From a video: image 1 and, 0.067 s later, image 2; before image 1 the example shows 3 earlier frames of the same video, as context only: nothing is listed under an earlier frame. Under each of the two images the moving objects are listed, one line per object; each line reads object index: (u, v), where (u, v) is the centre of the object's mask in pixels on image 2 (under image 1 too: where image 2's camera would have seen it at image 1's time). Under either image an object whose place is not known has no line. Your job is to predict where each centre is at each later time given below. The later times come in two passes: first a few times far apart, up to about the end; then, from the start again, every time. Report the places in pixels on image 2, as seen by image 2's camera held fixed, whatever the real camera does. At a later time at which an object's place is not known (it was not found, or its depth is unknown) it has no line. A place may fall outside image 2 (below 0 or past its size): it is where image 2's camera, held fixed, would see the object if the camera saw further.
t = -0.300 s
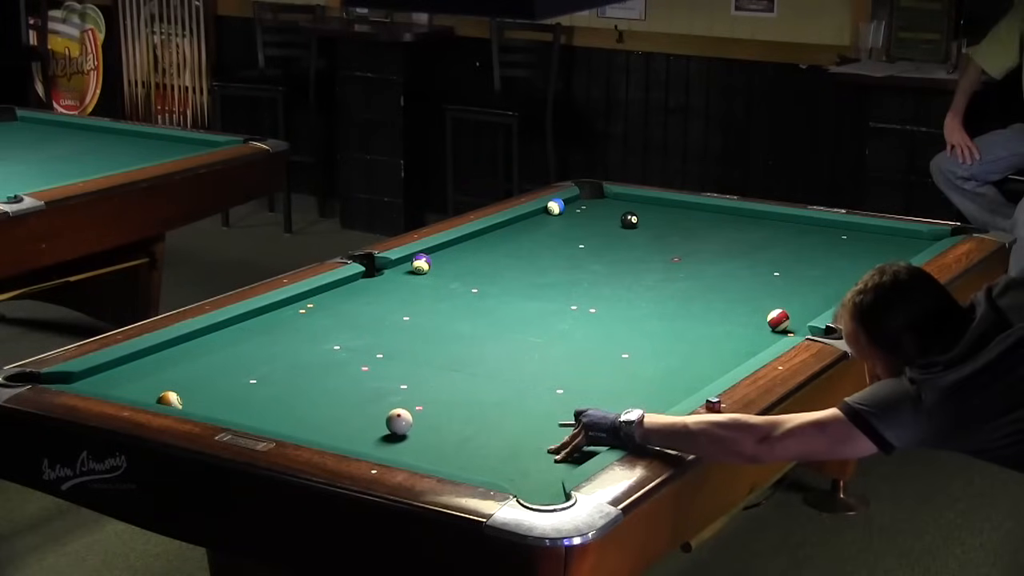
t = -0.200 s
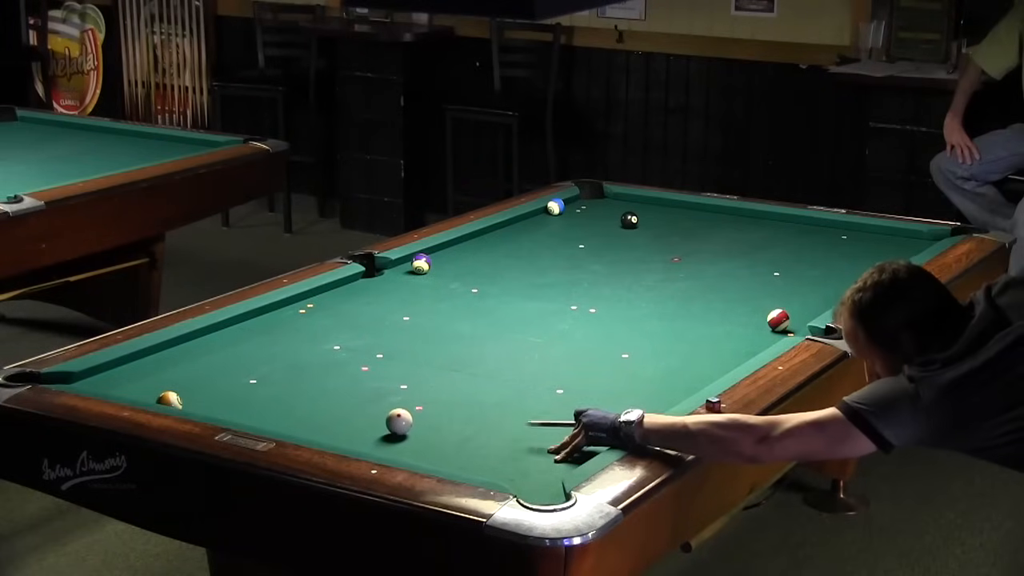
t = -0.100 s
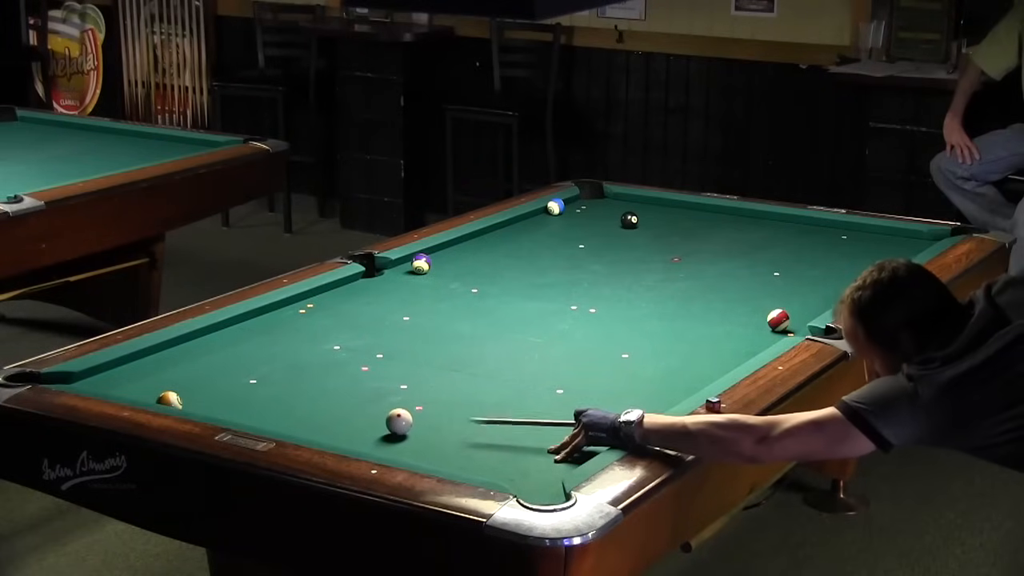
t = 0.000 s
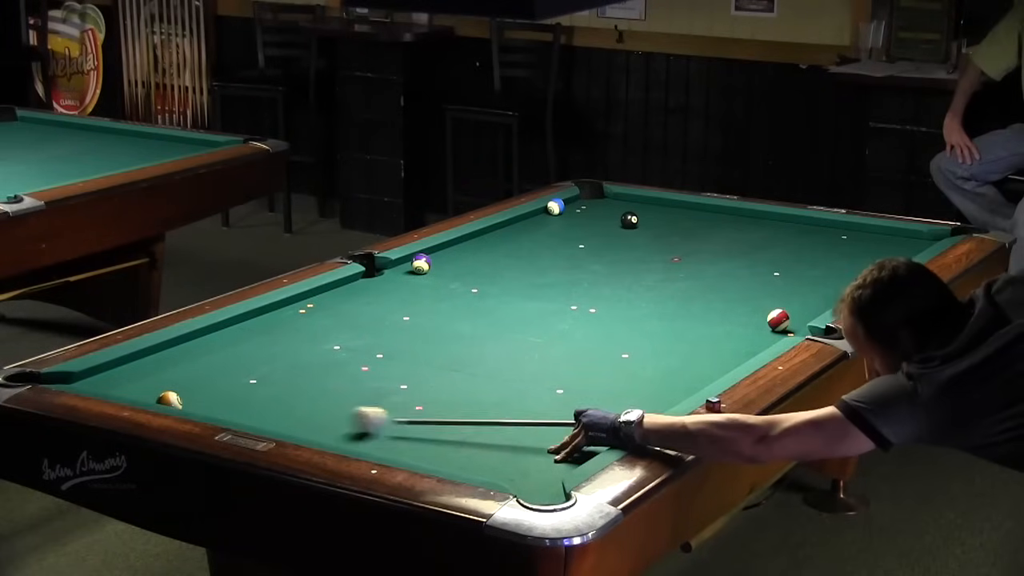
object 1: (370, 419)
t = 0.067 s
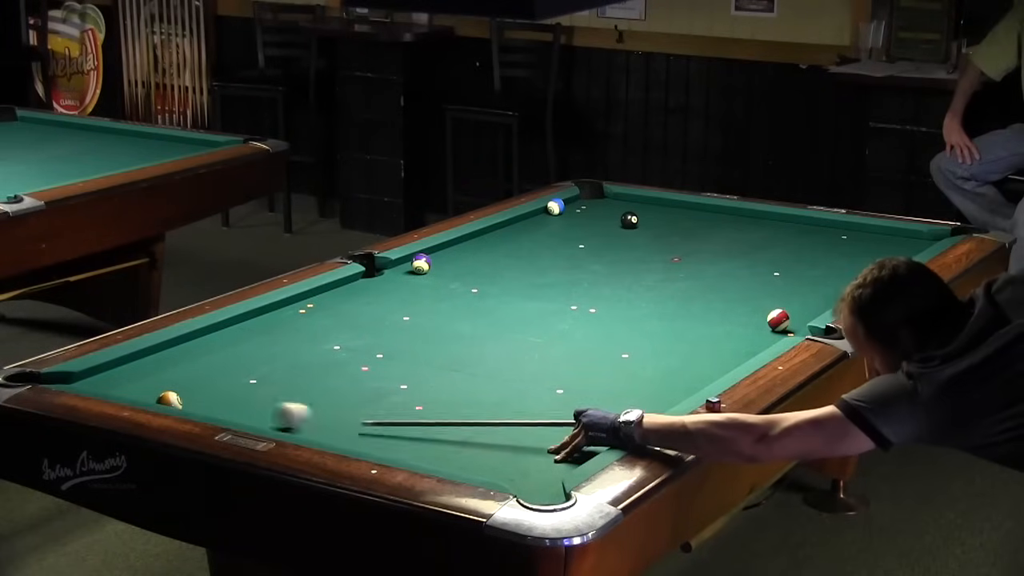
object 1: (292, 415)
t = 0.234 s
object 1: (194, 401)
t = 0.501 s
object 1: (186, 378)
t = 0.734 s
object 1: (174, 358)
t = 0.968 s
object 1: (190, 345)
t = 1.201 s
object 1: (241, 341)
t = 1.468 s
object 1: (295, 337)
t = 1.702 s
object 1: (341, 331)
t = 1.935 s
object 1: (382, 328)
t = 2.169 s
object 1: (419, 328)
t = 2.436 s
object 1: (459, 326)
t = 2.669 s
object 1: (492, 325)
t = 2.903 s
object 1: (522, 323)
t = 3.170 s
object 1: (554, 321)
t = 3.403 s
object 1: (580, 319)
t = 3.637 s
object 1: (602, 318)
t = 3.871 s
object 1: (623, 317)
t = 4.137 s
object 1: (645, 316)
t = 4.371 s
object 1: (661, 316)
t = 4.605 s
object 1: (676, 315)
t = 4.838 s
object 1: (689, 315)
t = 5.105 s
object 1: (701, 315)
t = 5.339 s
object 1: (710, 314)
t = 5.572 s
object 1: (717, 314)
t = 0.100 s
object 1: (257, 412)
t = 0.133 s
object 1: (224, 408)
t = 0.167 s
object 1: (193, 404)
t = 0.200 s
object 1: (191, 403)
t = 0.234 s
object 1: (194, 401)
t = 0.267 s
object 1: (196, 400)
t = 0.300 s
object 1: (197, 398)
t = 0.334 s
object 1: (195, 395)
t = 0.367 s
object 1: (193, 391)
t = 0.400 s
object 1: (191, 388)
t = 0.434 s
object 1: (190, 385)
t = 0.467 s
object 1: (188, 382)
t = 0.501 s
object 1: (186, 378)
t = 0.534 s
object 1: (184, 375)
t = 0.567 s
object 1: (182, 372)
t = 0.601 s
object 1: (180, 369)
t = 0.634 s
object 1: (179, 366)
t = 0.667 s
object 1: (177, 363)
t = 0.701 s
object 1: (175, 360)
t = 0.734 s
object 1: (174, 358)
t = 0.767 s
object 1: (172, 355)
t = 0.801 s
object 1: (170, 352)
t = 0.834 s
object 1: (169, 349)
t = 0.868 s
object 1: (168, 346)
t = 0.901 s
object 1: (176, 346)
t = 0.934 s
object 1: (183, 345)
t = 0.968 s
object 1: (190, 345)
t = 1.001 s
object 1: (198, 344)
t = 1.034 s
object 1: (205, 344)
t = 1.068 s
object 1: (212, 343)
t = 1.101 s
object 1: (219, 343)
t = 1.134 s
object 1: (227, 342)
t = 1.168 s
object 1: (234, 342)
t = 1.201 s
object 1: (241, 341)
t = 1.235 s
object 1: (248, 340)
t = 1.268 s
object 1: (255, 340)
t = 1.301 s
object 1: (262, 340)
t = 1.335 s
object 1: (269, 339)
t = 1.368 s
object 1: (276, 339)
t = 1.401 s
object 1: (282, 338)
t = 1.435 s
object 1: (289, 338)
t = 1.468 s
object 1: (295, 337)
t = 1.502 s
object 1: (302, 337)
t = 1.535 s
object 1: (308, 337)
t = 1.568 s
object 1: (315, 336)
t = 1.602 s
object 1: (321, 335)
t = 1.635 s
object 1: (328, 334)
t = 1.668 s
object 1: (334, 332)
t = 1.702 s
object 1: (341, 331)
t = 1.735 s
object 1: (347, 331)
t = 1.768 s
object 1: (352, 330)
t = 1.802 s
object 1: (358, 329)
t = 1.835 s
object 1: (364, 329)
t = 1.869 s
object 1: (370, 328)
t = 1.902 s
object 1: (376, 328)
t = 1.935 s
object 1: (382, 328)
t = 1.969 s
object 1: (387, 327)
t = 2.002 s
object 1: (393, 327)
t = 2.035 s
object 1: (398, 327)
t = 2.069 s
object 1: (403, 327)
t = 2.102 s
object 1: (409, 327)
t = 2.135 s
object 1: (414, 328)
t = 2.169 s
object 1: (419, 328)
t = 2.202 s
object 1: (424, 328)
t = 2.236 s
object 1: (429, 328)
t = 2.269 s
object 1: (435, 328)
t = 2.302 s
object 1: (439, 327)
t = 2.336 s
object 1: (445, 327)
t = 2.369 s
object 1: (449, 327)
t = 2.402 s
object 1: (455, 327)
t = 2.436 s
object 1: (459, 326)
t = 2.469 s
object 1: (464, 326)
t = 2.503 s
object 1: (469, 326)
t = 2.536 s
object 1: (473, 326)
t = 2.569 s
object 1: (478, 325)
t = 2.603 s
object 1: (483, 325)
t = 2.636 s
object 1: (487, 325)
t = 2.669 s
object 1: (492, 325)
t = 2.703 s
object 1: (496, 324)
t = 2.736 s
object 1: (501, 324)
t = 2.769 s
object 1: (505, 323)
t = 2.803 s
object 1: (509, 324)
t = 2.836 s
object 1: (514, 323)
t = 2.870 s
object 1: (518, 323)
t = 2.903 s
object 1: (522, 323)
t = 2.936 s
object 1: (526, 322)
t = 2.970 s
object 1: (530, 322)
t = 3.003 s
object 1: (535, 322)
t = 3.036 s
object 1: (539, 322)
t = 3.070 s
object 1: (543, 322)
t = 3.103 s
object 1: (546, 321)
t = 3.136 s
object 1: (550, 321)
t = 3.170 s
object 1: (554, 321)
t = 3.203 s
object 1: (558, 321)
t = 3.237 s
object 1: (562, 321)
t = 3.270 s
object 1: (565, 320)
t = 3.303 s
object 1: (569, 320)
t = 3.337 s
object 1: (572, 320)
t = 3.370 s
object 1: (576, 319)
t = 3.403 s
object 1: (580, 319)
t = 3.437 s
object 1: (583, 319)
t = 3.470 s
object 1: (586, 319)
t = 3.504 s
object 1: (590, 319)
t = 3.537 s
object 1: (593, 319)
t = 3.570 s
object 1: (596, 319)
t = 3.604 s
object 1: (599, 318)
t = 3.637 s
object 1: (602, 318)
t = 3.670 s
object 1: (606, 318)
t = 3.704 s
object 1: (609, 318)
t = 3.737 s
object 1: (612, 318)
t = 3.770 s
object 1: (615, 318)
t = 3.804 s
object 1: (618, 318)
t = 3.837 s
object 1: (620, 317)
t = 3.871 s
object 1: (623, 317)
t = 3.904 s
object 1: (626, 317)
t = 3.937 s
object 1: (629, 317)
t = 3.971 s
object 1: (632, 317)
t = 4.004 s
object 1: (634, 317)
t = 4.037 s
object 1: (637, 317)
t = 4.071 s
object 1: (640, 317)
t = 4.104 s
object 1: (642, 316)
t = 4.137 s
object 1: (645, 316)
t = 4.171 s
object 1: (647, 316)
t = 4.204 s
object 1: (650, 316)
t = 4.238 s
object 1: (652, 316)
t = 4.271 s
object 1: (655, 316)
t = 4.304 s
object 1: (657, 316)
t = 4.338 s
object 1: (659, 316)
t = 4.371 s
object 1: (661, 316)
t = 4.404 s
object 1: (664, 316)
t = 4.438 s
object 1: (666, 315)
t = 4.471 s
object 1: (668, 315)
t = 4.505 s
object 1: (670, 315)
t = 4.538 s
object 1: (672, 315)
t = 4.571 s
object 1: (674, 315)
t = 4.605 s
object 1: (676, 315)
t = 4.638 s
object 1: (678, 315)
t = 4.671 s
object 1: (680, 315)
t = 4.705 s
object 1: (682, 315)
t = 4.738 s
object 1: (683, 315)
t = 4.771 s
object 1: (685, 315)
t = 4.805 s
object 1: (687, 315)
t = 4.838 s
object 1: (689, 315)
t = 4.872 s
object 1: (691, 315)
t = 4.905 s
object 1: (692, 315)
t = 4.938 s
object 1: (693, 315)
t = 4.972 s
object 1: (695, 315)
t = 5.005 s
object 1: (697, 315)
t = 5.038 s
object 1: (698, 315)
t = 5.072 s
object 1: (700, 315)
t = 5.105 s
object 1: (701, 315)
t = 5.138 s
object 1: (703, 314)
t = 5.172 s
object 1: (704, 315)
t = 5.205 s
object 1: (705, 315)
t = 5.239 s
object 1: (707, 315)
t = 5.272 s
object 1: (708, 314)
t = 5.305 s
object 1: (709, 315)
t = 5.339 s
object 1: (710, 314)
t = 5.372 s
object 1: (711, 314)
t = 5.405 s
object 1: (712, 314)
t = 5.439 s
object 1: (713, 315)
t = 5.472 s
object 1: (714, 314)
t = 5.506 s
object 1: (715, 314)
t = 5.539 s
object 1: (716, 314)
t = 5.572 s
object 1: (717, 314)
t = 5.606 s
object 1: (718, 314)
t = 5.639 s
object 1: (718, 314)
